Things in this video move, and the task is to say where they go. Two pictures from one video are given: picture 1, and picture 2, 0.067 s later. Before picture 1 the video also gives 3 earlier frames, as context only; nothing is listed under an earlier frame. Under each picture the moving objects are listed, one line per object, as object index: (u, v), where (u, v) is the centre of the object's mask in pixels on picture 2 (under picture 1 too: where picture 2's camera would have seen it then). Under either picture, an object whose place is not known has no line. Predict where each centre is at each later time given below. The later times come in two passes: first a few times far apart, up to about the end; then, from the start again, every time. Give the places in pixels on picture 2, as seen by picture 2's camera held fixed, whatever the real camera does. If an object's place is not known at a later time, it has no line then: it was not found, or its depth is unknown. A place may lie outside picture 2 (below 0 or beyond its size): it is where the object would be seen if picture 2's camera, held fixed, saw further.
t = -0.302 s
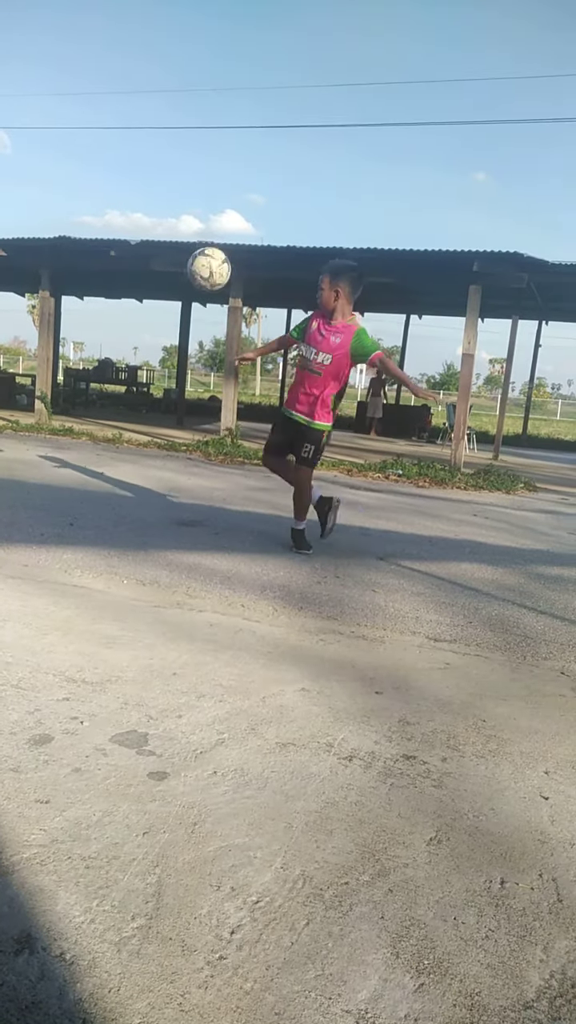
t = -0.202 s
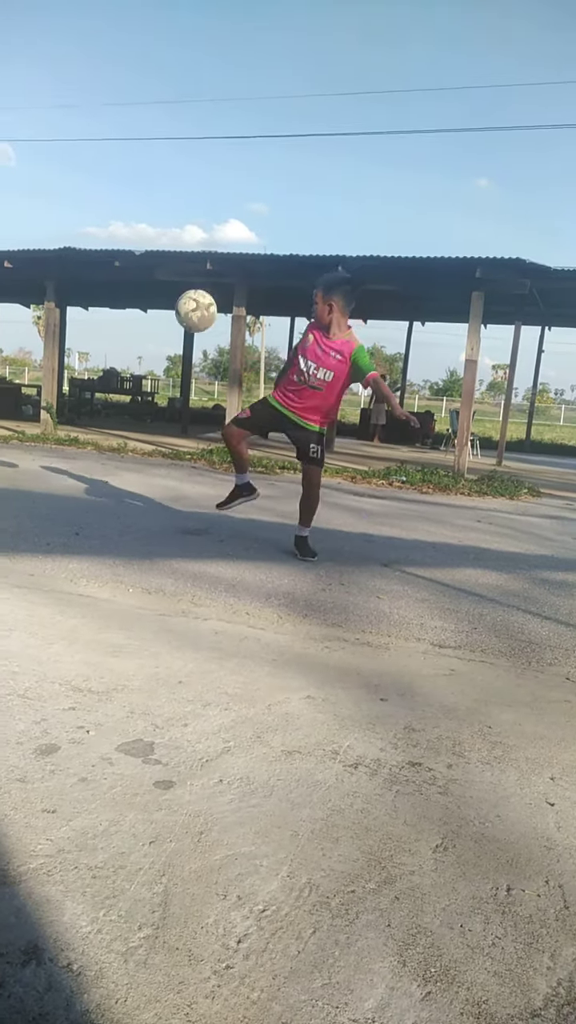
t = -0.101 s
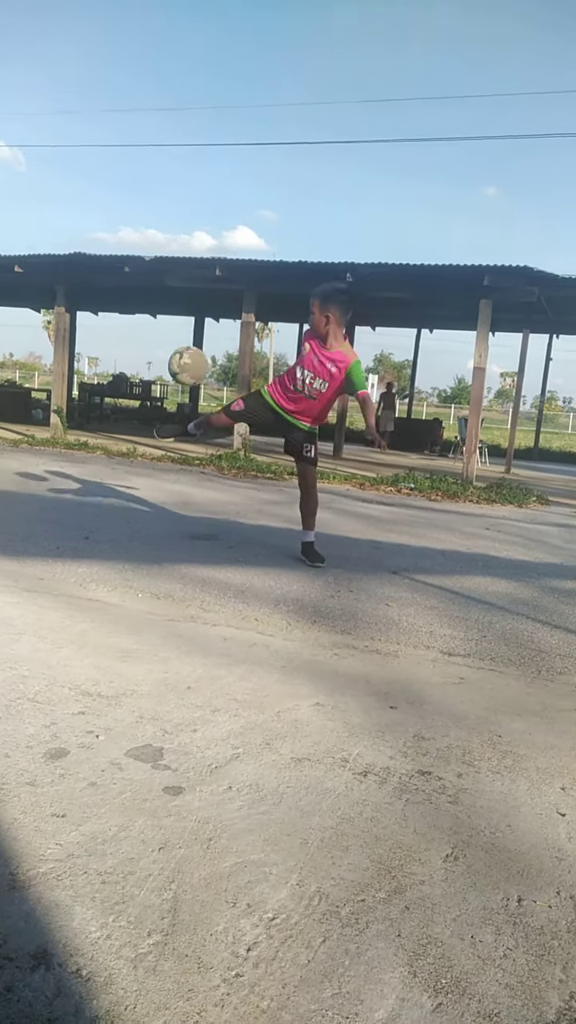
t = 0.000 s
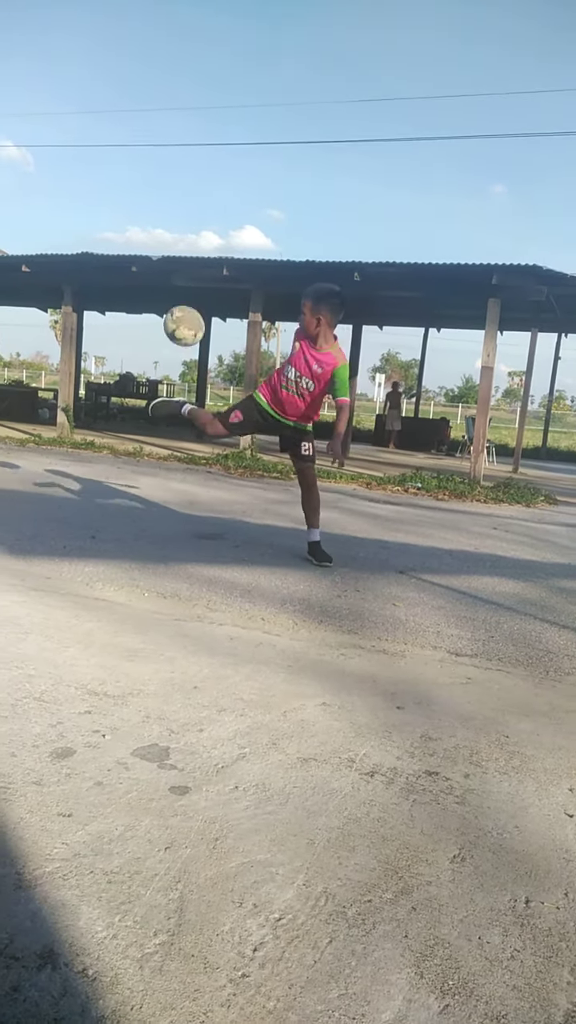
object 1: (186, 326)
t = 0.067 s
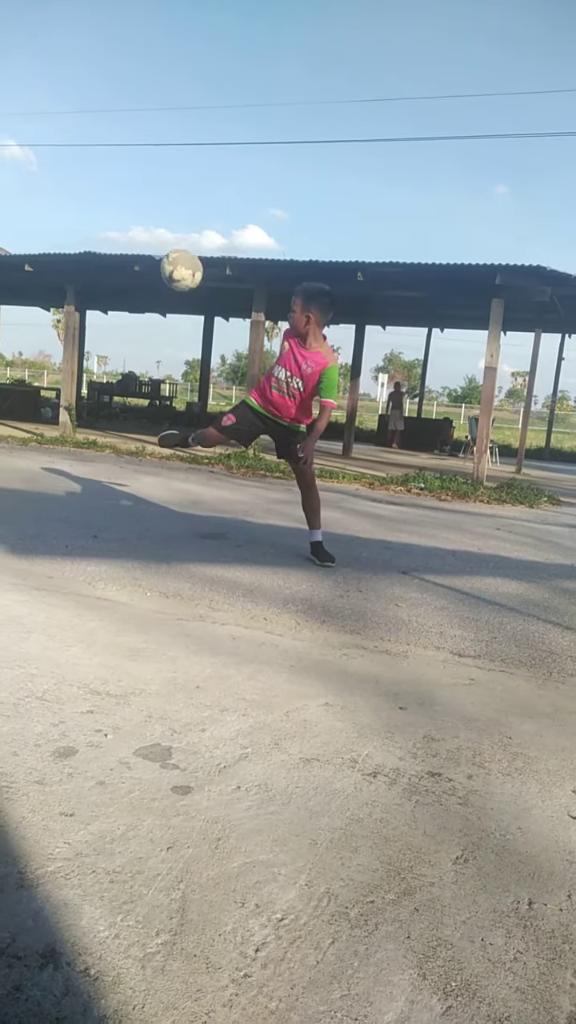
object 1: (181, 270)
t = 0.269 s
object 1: (163, 151)
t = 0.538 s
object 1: (132, 123)
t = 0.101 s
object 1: (178, 245)
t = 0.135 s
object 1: (175, 222)
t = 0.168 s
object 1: (172, 200)
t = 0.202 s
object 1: (169, 182)
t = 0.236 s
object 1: (166, 166)
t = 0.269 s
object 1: (163, 151)
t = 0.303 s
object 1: (159, 139)
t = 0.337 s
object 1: (156, 132)
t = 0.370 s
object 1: (152, 125)
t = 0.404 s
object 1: (148, 120)
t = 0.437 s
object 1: (144, 118)
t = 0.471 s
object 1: (142, 120)
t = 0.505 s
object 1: (139, 122)
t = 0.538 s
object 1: (132, 123)
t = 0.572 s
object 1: (128, 128)
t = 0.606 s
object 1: (124, 135)
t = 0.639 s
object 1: (120, 147)
